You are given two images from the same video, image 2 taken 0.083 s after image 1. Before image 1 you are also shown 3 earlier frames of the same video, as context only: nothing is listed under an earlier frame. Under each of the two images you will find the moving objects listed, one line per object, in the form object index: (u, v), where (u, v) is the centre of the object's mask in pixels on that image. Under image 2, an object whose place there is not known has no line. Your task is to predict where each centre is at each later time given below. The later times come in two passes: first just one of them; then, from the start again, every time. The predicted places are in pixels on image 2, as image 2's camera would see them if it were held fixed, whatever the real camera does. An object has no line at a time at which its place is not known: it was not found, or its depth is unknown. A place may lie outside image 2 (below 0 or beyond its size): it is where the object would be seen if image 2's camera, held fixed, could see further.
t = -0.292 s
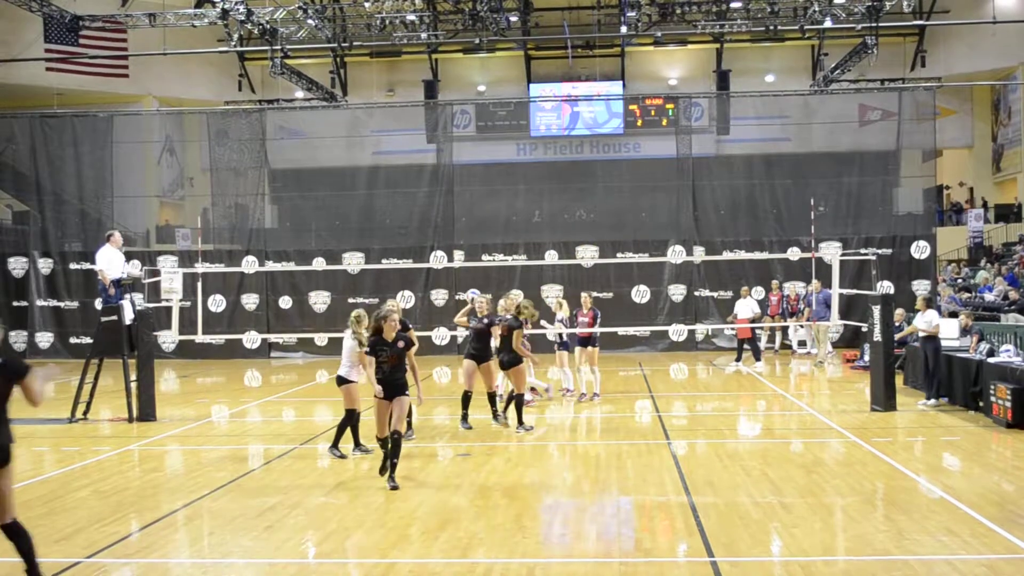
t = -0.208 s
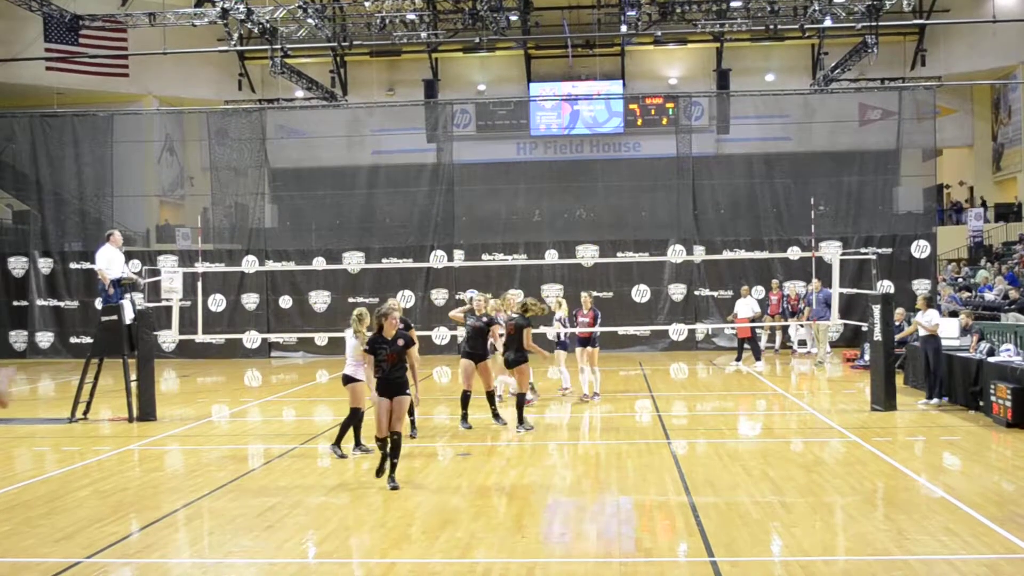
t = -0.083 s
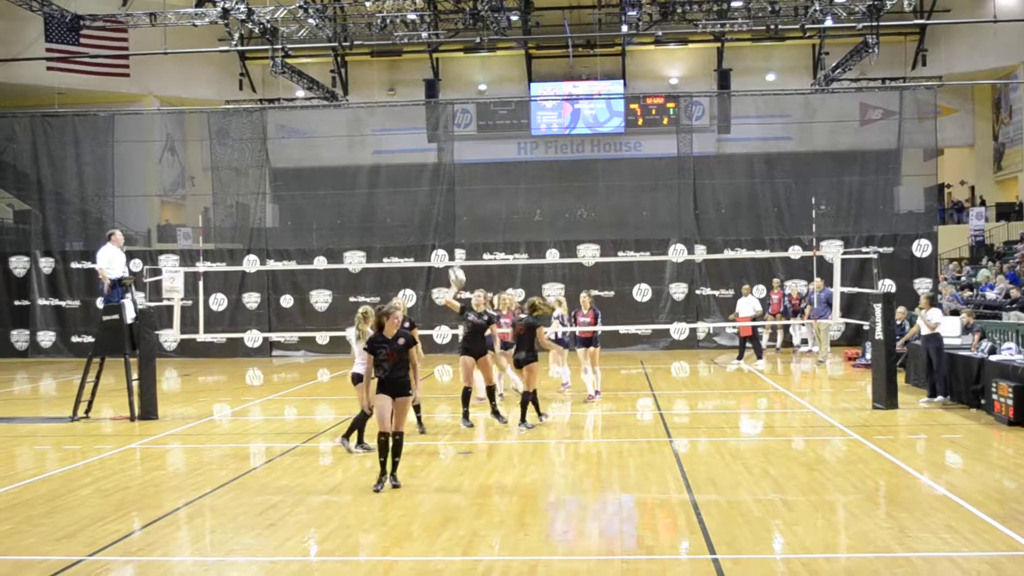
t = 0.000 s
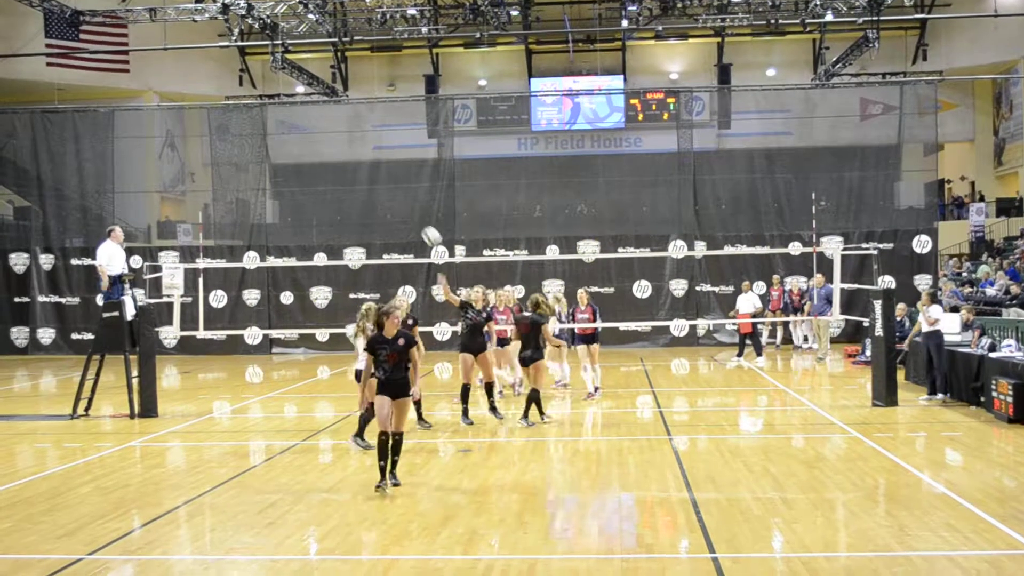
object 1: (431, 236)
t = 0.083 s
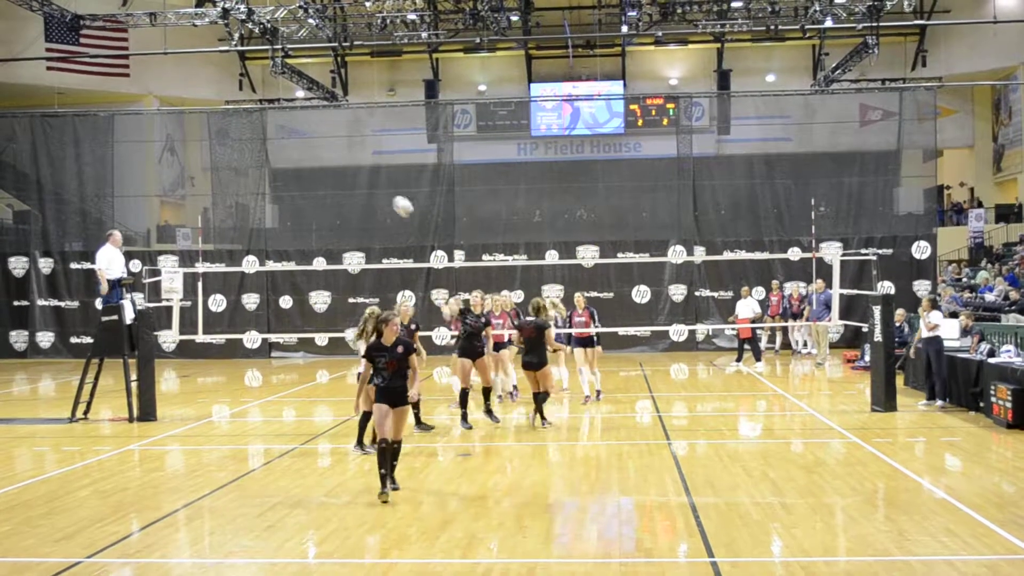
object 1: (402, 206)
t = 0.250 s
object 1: (342, 142)
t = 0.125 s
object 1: (388, 188)
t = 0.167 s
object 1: (372, 173)
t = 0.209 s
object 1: (357, 157)
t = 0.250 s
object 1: (342, 142)
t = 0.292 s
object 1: (326, 127)
